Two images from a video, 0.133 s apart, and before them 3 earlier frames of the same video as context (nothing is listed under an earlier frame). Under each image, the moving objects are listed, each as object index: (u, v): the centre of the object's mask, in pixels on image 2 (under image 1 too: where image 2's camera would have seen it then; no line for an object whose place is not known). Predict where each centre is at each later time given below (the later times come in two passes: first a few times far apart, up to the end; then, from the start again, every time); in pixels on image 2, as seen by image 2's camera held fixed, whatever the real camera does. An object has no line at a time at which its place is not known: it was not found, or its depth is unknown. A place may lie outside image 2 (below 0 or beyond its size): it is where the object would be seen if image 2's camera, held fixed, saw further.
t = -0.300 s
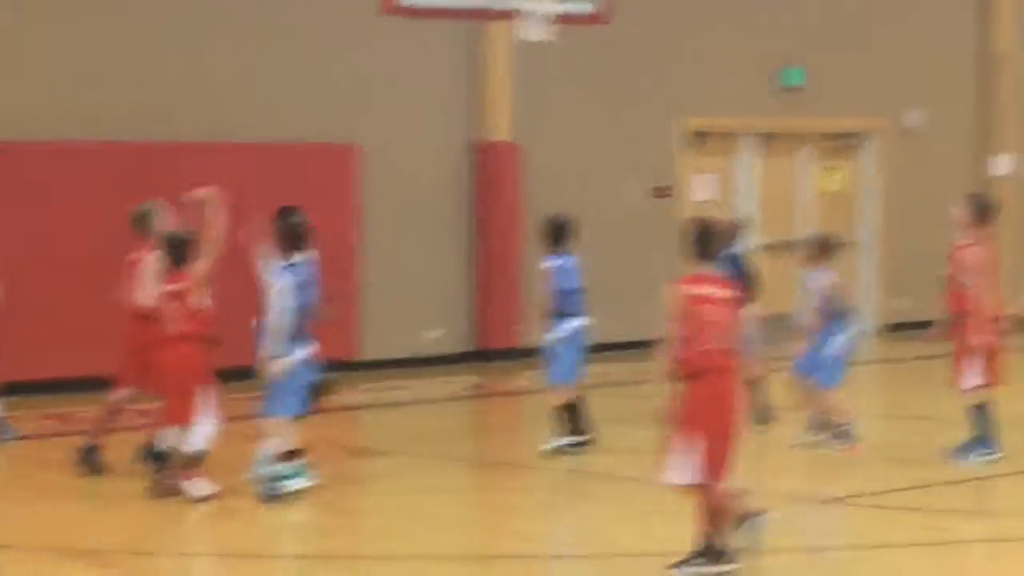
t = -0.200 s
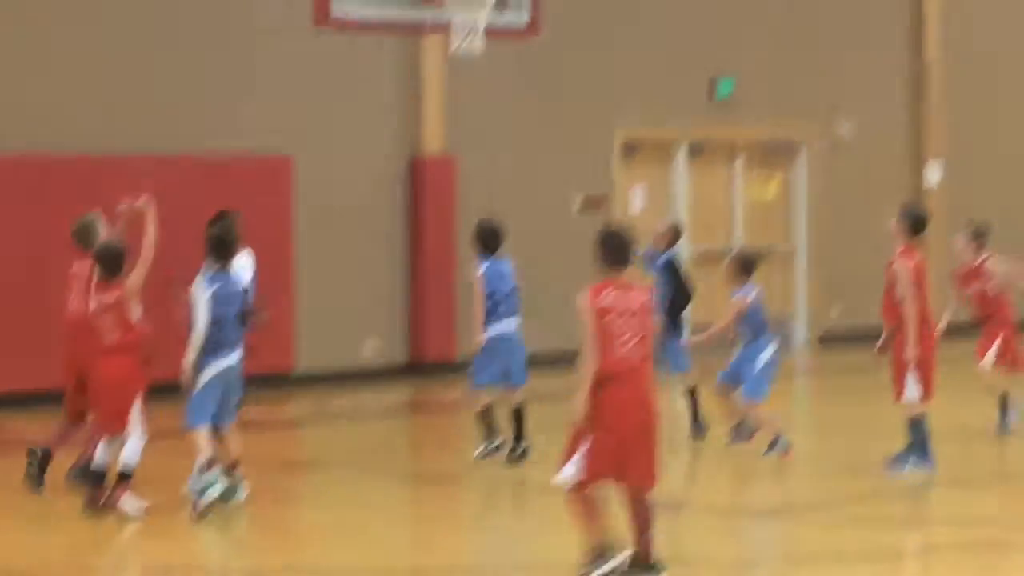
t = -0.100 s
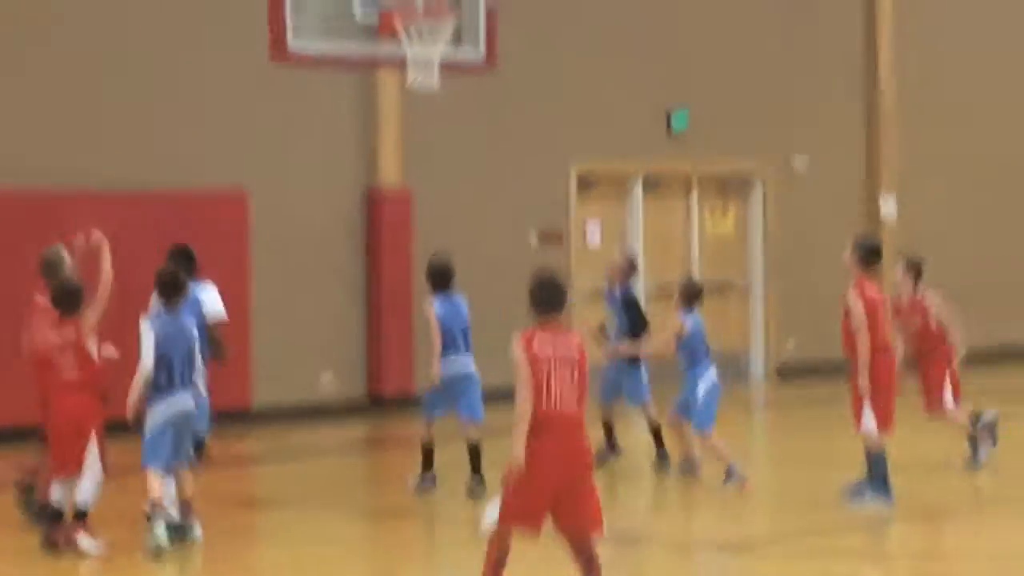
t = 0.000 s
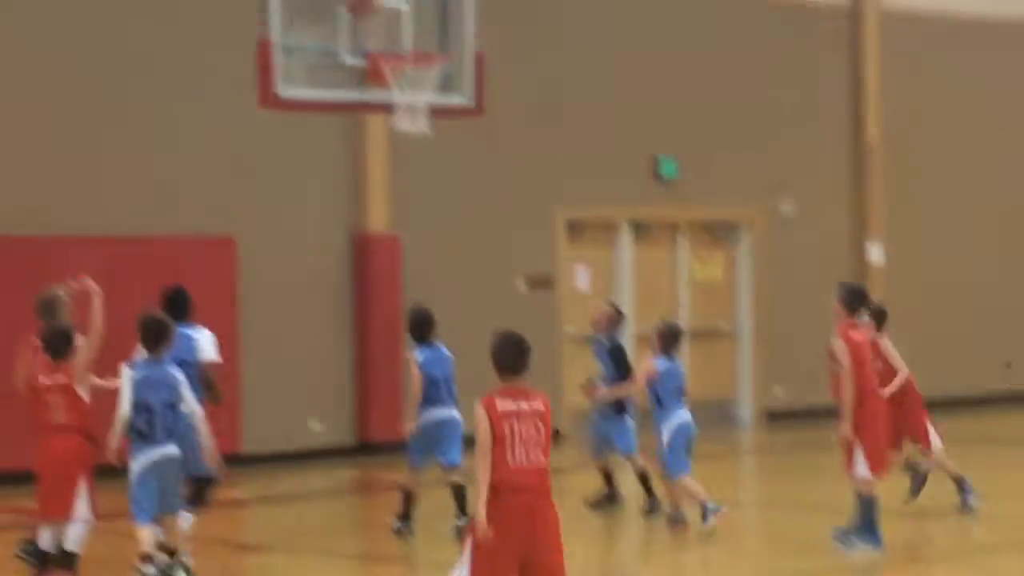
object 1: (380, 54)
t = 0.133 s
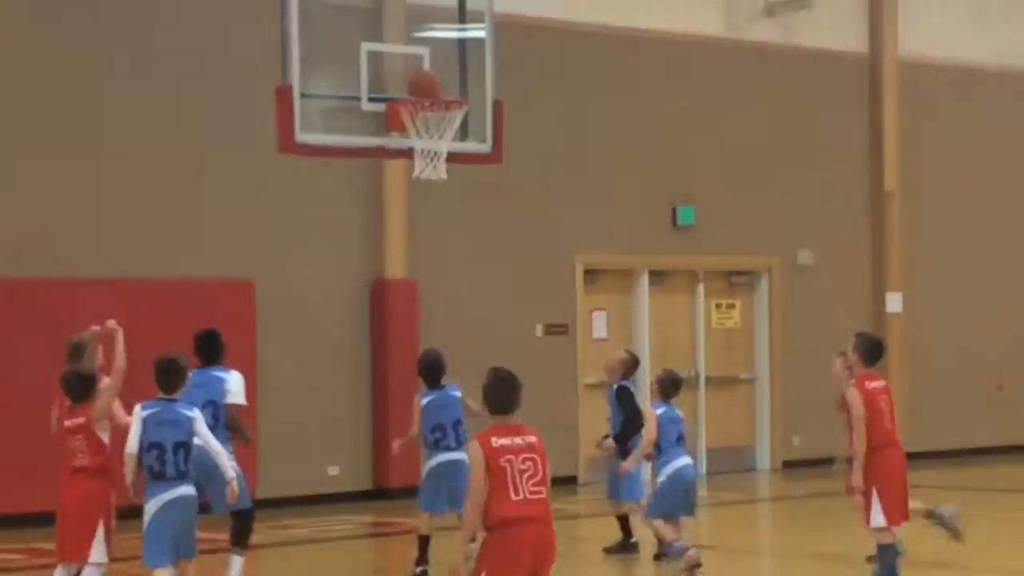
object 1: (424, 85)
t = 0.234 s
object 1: (458, 81)
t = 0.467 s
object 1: (540, 106)
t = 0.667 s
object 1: (610, 196)
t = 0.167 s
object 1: (437, 87)
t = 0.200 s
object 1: (449, 83)
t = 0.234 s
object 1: (458, 81)
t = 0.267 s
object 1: (470, 79)
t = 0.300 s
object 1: (481, 79)
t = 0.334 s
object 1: (493, 81)
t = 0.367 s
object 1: (507, 85)
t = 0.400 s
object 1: (516, 91)
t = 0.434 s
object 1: (526, 97)
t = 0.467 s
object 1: (540, 106)
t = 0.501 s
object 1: (551, 116)
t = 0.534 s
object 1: (562, 129)
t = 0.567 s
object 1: (574, 144)
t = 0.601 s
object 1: (588, 160)
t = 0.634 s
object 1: (598, 175)
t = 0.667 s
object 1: (610, 196)
